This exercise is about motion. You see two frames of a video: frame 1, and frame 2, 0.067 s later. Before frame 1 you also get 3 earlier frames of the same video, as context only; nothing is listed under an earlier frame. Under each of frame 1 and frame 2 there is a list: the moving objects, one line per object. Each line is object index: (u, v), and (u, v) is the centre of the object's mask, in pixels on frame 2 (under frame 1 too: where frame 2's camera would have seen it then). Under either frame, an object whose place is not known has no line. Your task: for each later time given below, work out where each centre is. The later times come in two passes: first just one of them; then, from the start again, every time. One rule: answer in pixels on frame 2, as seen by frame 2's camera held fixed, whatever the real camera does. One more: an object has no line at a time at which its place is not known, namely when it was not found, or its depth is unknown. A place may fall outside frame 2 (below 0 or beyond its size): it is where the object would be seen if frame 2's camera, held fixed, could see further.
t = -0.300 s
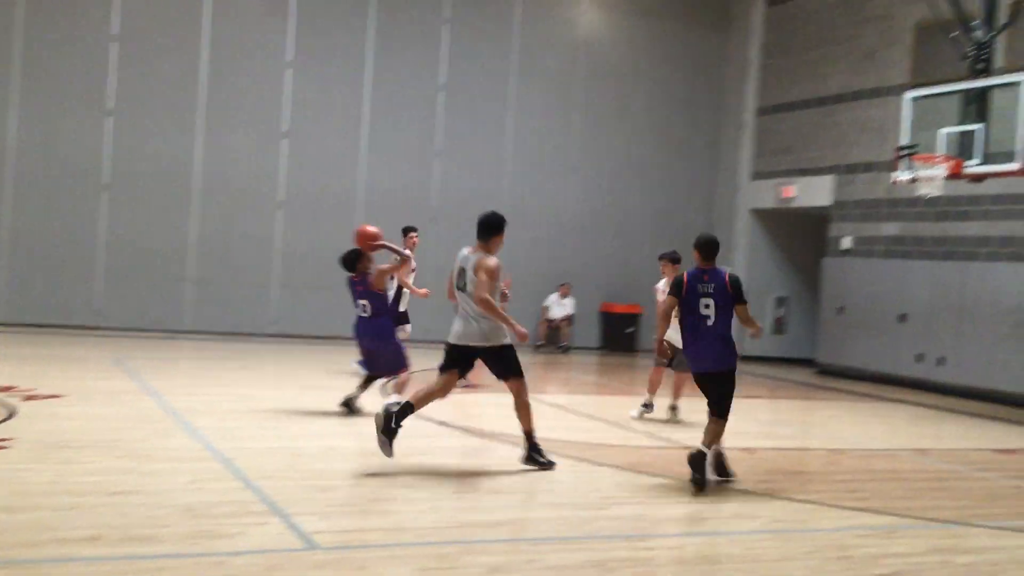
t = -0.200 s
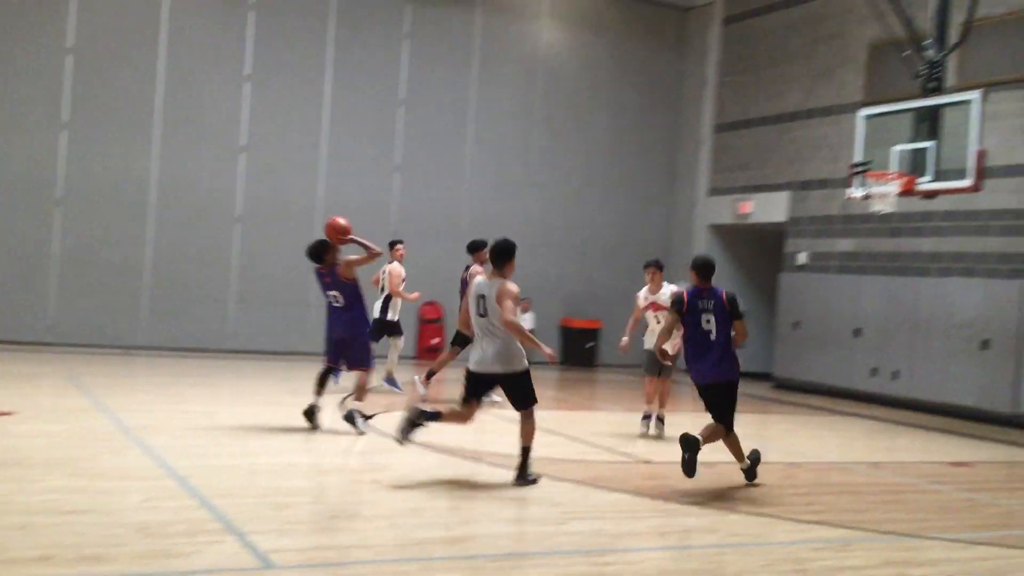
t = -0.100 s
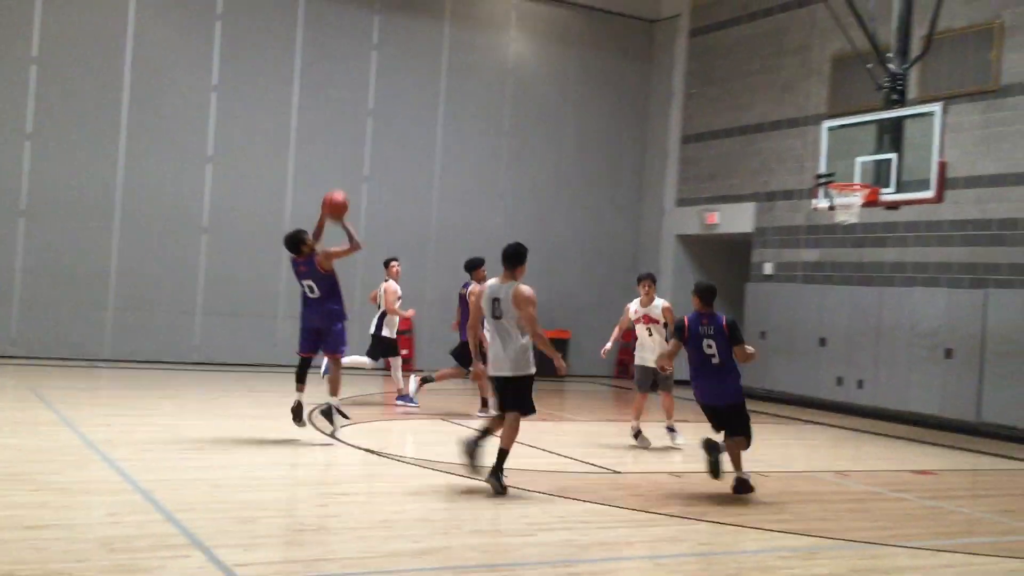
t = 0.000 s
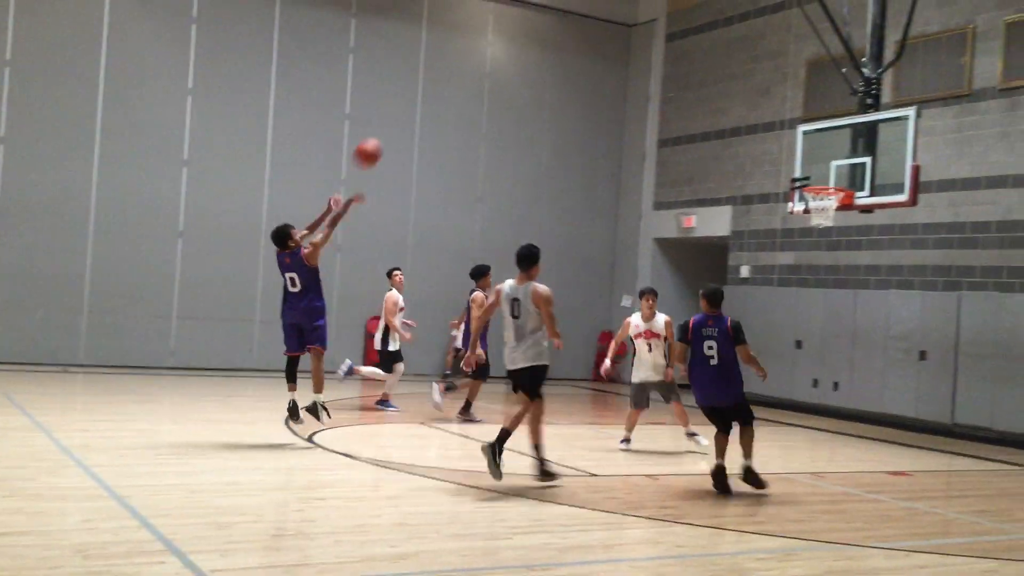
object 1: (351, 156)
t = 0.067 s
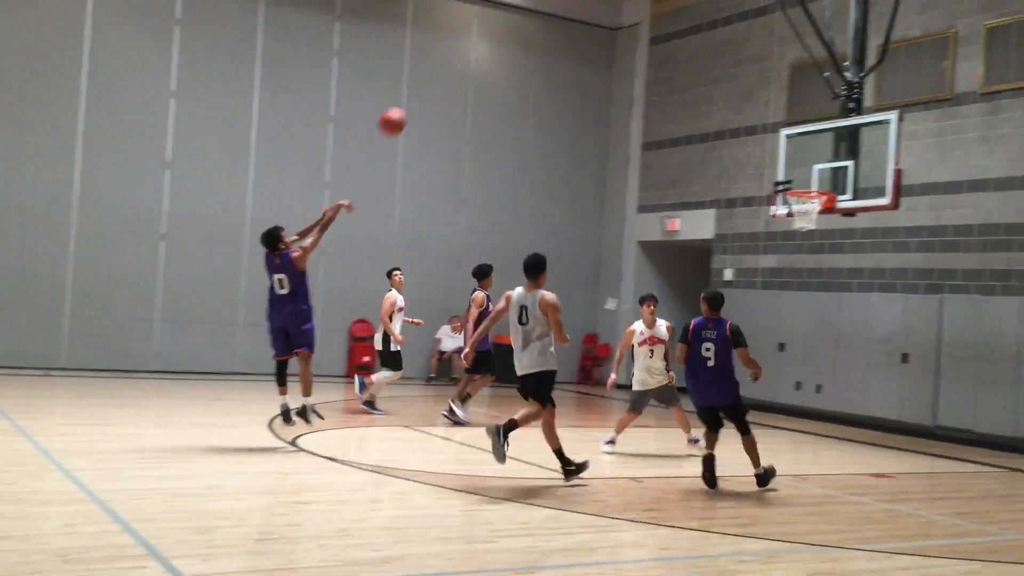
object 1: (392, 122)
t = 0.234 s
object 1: (486, 63)
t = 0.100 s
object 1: (413, 107)
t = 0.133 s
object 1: (432, 94)
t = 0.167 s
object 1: (450, 82)
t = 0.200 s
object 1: (468, 72)
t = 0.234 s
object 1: (486, 63)
